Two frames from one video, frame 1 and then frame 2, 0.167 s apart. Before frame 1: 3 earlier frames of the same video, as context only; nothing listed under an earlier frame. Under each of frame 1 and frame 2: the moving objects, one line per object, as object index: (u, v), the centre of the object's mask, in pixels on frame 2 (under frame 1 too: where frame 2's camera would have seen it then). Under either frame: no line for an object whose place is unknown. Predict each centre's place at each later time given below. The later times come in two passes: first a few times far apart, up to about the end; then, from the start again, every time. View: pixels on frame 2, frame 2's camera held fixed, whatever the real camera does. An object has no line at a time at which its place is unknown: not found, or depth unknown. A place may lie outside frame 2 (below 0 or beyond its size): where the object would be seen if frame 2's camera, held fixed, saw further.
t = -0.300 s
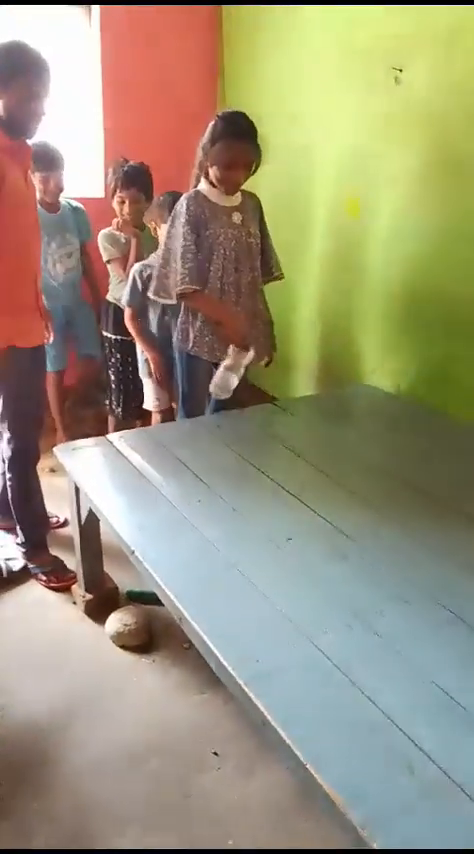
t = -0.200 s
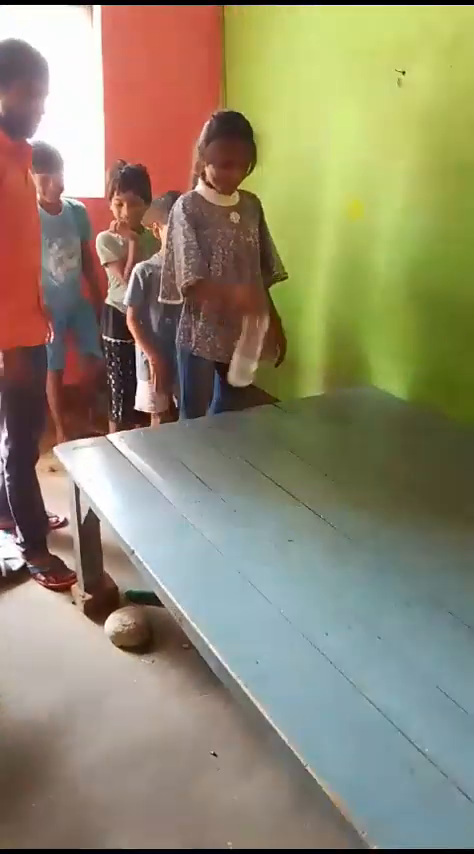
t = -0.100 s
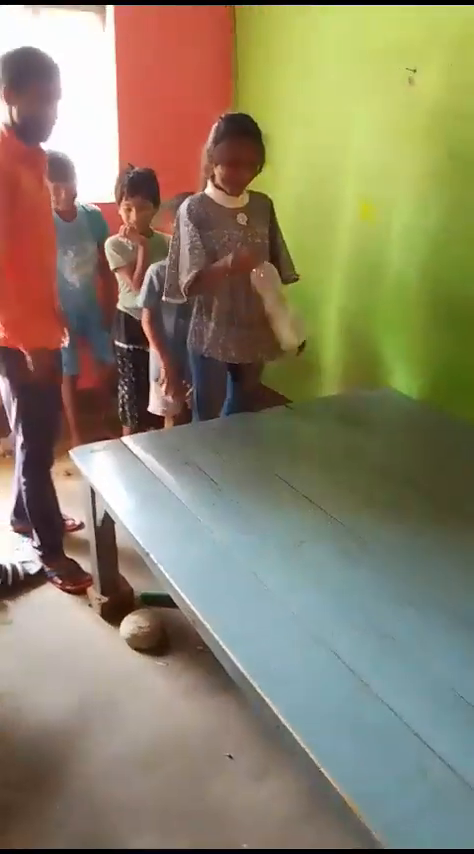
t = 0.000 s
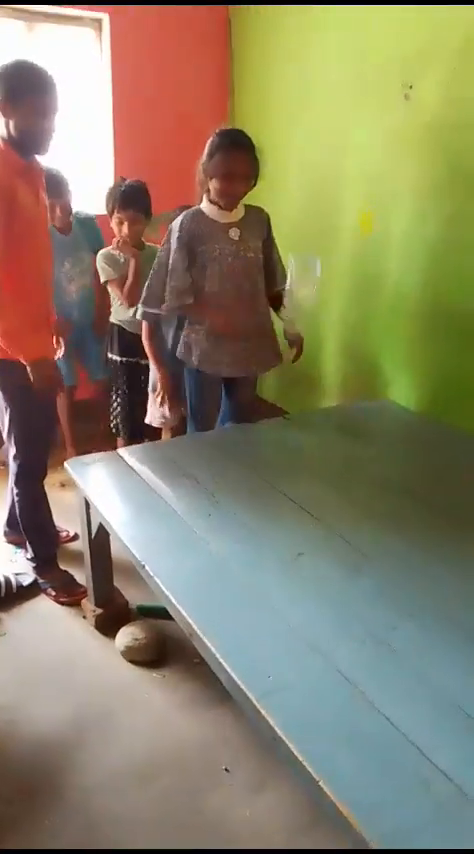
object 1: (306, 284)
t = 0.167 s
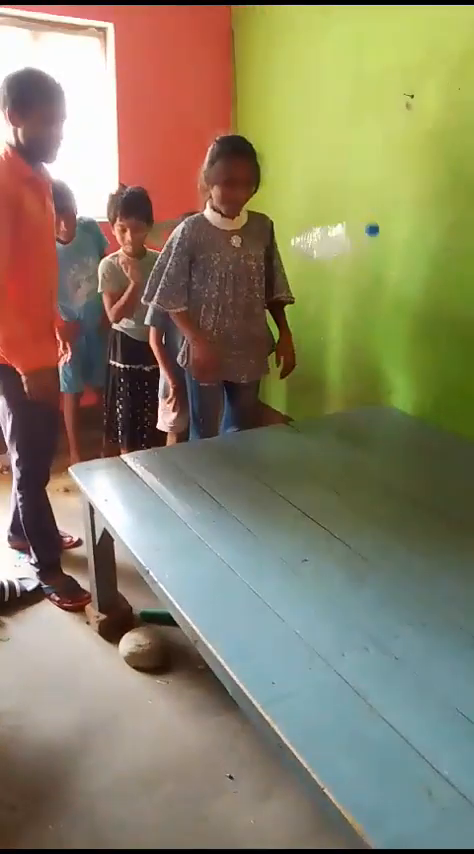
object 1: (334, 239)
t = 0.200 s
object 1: (335, 240)
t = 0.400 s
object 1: (325, 366)
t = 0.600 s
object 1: (298, 460)
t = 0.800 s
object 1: (283, 476)
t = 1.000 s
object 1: (282, 476)
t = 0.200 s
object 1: (335, 240)
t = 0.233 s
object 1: (333, 249)
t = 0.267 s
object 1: (332, 261)
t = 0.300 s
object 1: (329, 282)
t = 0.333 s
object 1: (328, 308)
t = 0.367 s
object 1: (326, 335)
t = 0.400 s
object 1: (325, 366)
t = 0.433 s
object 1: (322, 401)
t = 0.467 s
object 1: (320, 437)
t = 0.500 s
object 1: (314, 454)
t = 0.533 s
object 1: (308, 455)
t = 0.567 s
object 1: (303, 457)
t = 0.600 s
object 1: (298, 460)
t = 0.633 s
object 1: (293, 465)
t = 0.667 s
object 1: (289, 473)
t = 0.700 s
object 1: (285, 475)
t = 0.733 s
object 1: (283, 475)
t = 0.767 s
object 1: (283, 476)
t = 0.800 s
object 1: (283, 476)
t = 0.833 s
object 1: (283, 476)
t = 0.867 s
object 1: (283, 476)
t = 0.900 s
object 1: (284, 475)
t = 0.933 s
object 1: (284, 476)
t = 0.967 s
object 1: (283, 475)
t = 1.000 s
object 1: (282, 476)
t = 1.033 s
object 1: (282, 476)
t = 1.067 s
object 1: (282, 476)
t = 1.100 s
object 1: (283, 476)
